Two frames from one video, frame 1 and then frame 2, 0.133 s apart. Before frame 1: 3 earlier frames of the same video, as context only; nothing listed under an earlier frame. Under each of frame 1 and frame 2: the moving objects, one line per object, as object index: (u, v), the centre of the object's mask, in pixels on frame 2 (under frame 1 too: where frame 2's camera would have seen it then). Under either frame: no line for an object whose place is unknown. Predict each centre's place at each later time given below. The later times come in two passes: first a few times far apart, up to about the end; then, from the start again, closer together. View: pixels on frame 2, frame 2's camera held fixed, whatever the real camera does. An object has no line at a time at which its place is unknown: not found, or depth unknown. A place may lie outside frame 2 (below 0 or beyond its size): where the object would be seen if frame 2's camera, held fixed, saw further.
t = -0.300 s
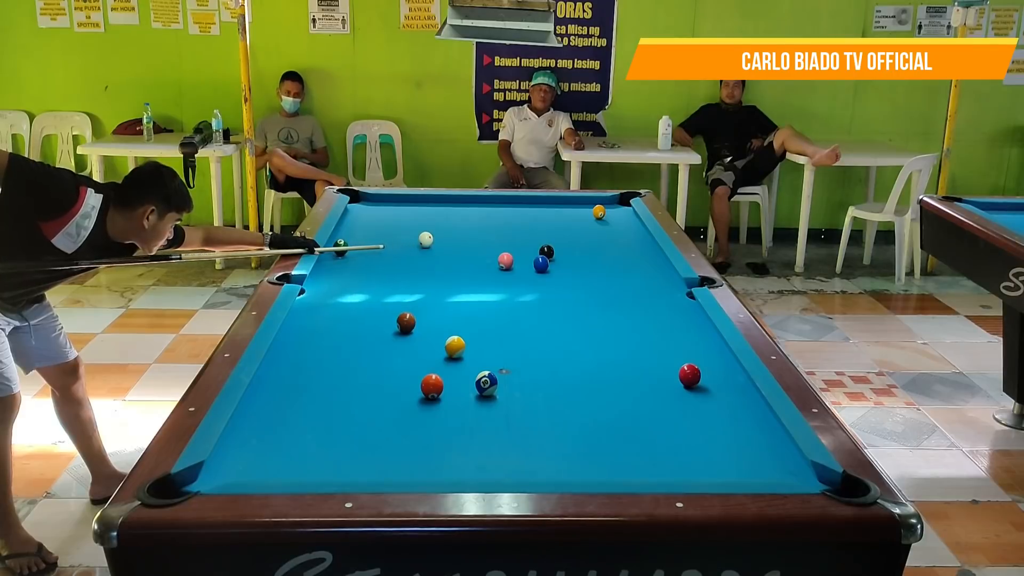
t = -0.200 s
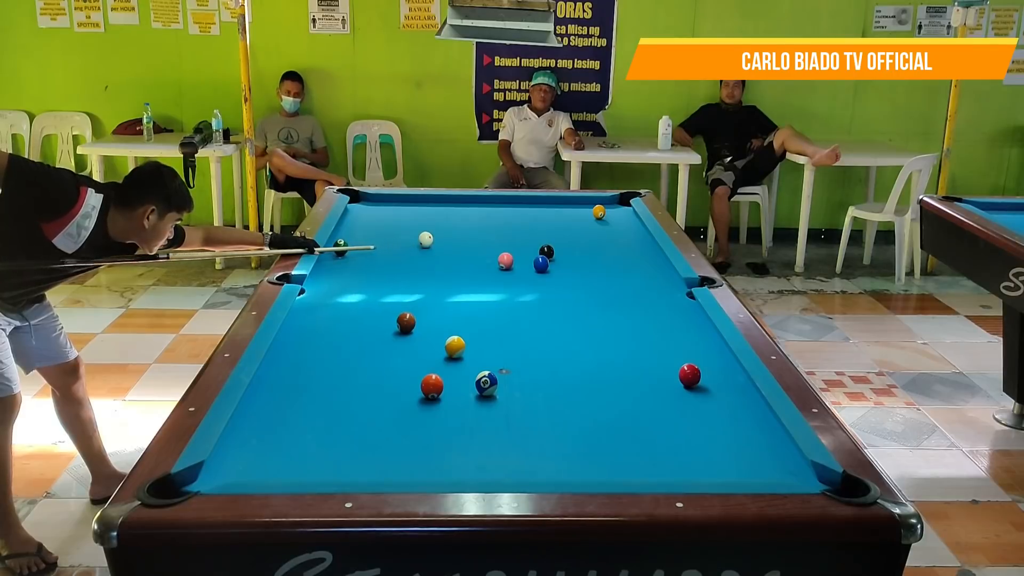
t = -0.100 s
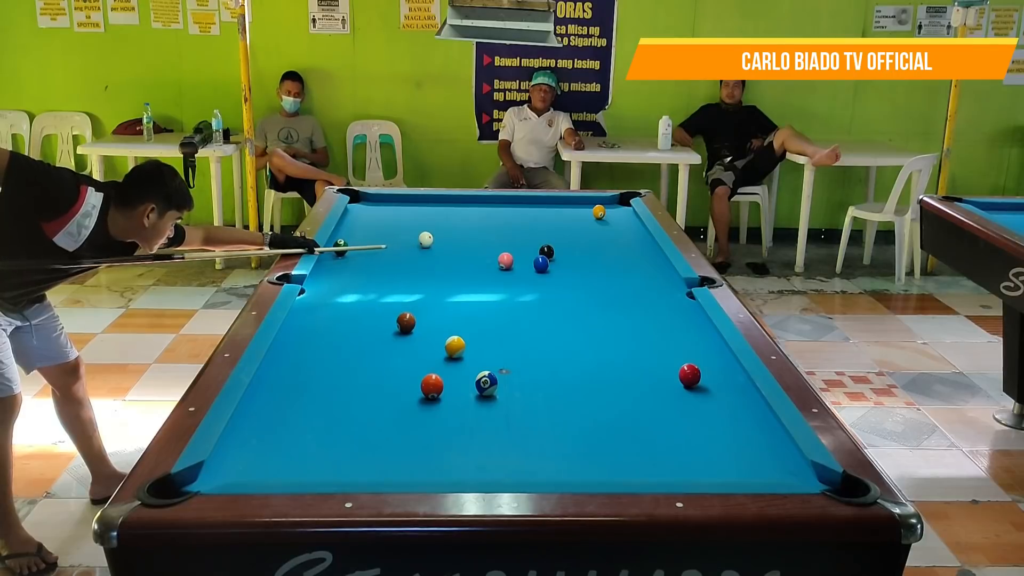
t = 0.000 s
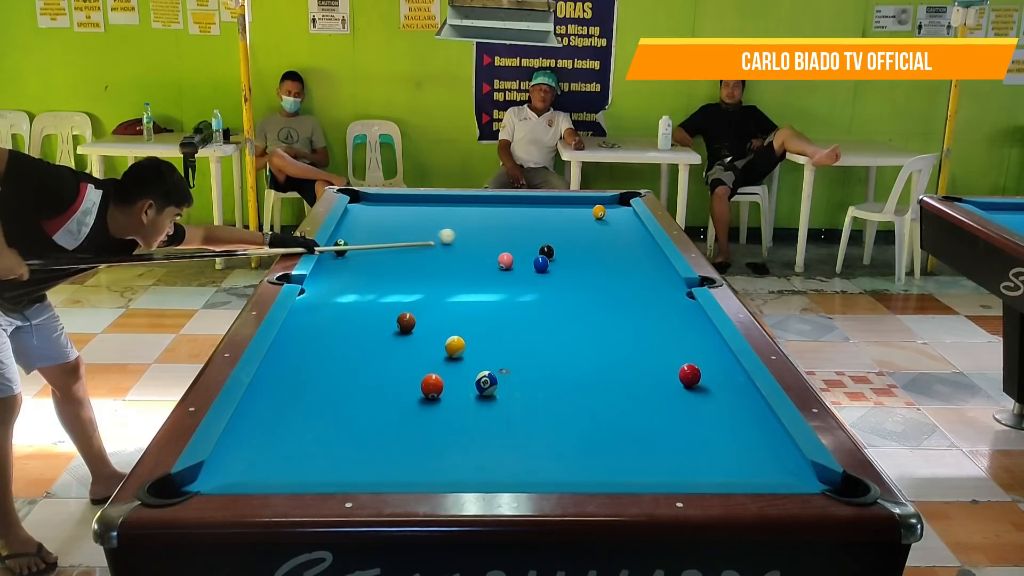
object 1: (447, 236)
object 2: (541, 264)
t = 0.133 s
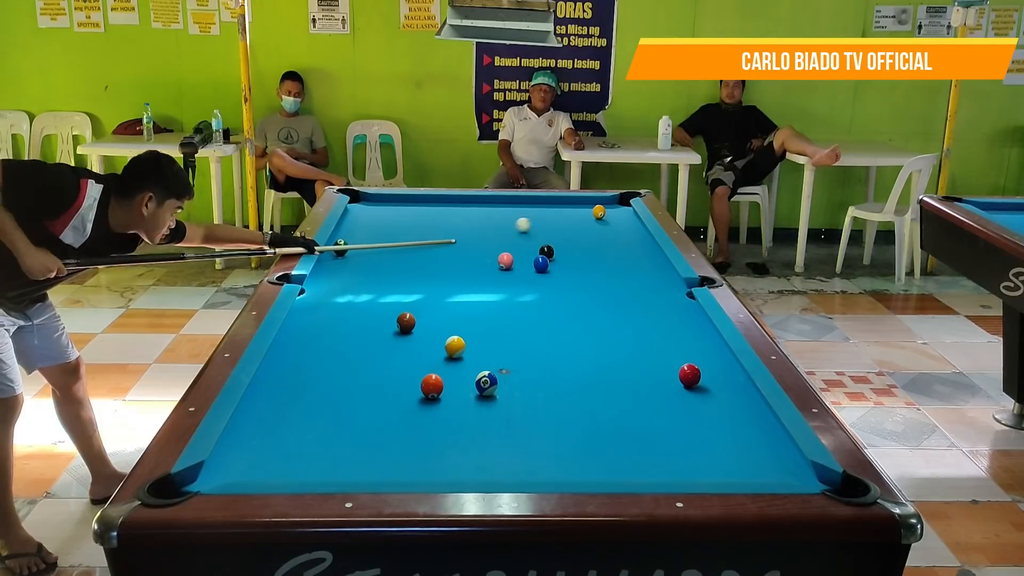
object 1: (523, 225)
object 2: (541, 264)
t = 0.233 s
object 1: (569, 218)
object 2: (541, 264)
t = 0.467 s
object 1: (623, 218)
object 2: (541, 264)
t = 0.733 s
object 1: (624, 226)
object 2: (541, 264)
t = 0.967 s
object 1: (610, 232)
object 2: (541, 264)
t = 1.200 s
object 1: (596, 239)
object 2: (541, 264)
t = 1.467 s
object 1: (580, 247)
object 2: (541, 264)
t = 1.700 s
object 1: (565, 254)
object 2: (541, 264)
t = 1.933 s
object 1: (553, 260)
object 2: (540, 264)
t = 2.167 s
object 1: (551, 263)
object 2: (529, 268)
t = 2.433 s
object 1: (551, 265)
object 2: (517, 272)
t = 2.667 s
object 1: (551, 266)
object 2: (507, 276)
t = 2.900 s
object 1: (550, 267)
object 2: (498, 279)
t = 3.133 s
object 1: (550, 267)
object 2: (490, 282)
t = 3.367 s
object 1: (550, 267)
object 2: (483, 284)
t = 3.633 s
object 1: (550, 267)
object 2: (476, 287)
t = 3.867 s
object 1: (550, 267)
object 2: (470, 289)
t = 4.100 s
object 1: (550, 267)
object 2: (466, 291)
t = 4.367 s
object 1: (550, 267)
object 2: (462, 293)
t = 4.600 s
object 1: (550, 267)
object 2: (460, 294)
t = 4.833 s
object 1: (550, 267)
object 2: (459, 294)
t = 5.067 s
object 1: (550, 267)
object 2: (458, 295)
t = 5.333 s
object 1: (550, 267)
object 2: (457, 295)
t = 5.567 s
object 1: (550, 267)
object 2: (457, 295)
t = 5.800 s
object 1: (550, 267)
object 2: (457, 295)
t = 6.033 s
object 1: (550, 268)
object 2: (457, 295)
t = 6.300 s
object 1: (550, 267)
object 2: (457, 295)
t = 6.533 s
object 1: (550, 267)
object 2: (457, 295)
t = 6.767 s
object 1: (550, 267)
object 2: (457, 295)
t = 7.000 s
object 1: (550, 267)
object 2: (457, 295)
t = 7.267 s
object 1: (550, 268)
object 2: (457, 295)
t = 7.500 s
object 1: (550, 267)
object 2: (457, 295)
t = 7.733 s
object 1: (550, 268)
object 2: (457, 295)
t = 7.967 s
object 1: (550, 267)
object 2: (457, 295)
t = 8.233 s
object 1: (550, 267)
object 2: (457, 295)
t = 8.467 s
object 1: (550, 268)
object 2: (457, 295)
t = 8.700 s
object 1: (550, 267)
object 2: (457, 295)
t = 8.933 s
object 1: (550, 268)
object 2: (457, 295)
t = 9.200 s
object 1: (550, 267)
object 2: (457, 295)
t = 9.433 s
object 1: (550, 268)
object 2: (457, 295)
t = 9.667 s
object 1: (550, 268)
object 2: (457, 295)
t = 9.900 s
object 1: (550, 267)
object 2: (457, 295)
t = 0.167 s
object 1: (539, 222)
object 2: (541, 264)
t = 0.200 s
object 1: (555, 220)
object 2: (541, 264)
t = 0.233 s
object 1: (569, 218)
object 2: (541, 264)
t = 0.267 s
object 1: (583, 216)
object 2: (541, 264)
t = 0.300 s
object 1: (595, 215)
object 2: (541, 264)
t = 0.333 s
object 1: (602, 216)
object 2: (541, 264)
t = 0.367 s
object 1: (608, 216)
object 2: (541, 264)
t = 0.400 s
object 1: (613, 217)
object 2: (541, 264)
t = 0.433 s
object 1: (618, 218)
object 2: (541, 264)
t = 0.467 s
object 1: (623, 218)
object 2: (541, 264)
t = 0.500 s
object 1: (629, 219)
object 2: (541, 264)
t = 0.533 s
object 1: (633, 220)
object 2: (541, 264)
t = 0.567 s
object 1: (634, 221)
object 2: (541, 264)
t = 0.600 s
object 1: (632, 222)
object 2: (541, 264)
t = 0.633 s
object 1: (630, 223)
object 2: (541, 264)
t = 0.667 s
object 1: (628, 224)
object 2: (541, 264)
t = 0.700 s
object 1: (626, 224)
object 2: (541, 264)
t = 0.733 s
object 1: (624, 226)
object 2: (541, 264)
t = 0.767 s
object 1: (622, 226)
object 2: (541, 264)
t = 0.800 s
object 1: (620, 227)
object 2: (541, 264)
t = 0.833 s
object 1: (618, 228)
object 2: (541, 264)
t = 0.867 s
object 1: (616, 229)
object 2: (541, 264)
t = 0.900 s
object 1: (614, 230)
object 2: (541, 264)
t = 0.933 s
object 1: (612, 231)
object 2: (541, 264)
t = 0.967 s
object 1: (610, 232)
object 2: (541, 264)
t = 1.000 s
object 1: (608, 233)
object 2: (541, 264)
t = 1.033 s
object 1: (606, 234)
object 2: (541, 264)
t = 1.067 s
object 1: (604, 235)
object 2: (541, 264)
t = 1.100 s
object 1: (602, 236)
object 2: (541, 264)
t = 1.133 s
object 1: (600, 237)
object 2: (541, 264)
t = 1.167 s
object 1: (598, 238)
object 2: (541, 264)
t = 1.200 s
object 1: (596, 239)
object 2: (541, 264)
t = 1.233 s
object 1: (594, 240)
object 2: (541, 264)
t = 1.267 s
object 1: (592, 241)
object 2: (541, 264)
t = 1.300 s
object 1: (590, 242)
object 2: (541, 264)
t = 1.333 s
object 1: (588, 243)
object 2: (541, 264)
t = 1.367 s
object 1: (586, 244)
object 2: (541, 264)
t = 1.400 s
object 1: (584, 245)
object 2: (541, 264)
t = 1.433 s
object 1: (582, 246)
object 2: (541, 264)
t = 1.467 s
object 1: (580, 247)
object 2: (541, 264)
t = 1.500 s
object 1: (578, 248)
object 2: (541, 264)
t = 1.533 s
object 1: (576, 249)
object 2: (541, 264)
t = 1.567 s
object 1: (574, 250)
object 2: (541, 264)
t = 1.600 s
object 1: (571, 251)
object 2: (541, 264)
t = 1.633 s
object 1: (569, 252)
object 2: (541, 264)
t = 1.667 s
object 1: (567, 253)
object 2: (541, 264)
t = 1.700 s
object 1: (565, 254)
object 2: (541, 264)
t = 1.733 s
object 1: (564, 255)
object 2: (541, 264)
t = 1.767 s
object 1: (561, 256)
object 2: (541, 264)
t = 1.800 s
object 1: (559, 257)
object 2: (541, 264)
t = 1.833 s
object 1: (557, 258)
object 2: (541, 264)
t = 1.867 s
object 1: (555, 259)
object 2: (541, 264)
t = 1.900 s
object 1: (554, 260)
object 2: (541, 264)
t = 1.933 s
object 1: (553, 260)
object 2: (540, 264)
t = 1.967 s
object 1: (552, 261)
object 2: (538, 265)
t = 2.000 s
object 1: (551, 261)
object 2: (536, 265)
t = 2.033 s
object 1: (552, 261)
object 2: (535, 266)
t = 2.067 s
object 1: (552, 262)
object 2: (533, 267)
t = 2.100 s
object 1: (552, 262)
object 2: (532, 267)
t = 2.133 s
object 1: (551, 262)
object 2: (530, 268)
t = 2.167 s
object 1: (551, 263)
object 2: (529, 268)
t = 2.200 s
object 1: (551, 263)
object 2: (527, 269)
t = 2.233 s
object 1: (551, 263)
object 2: (526, 270)
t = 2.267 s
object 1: (551, 263)
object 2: (524, 270)
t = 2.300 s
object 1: (551, 264)
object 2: (523, 271)
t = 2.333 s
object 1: (551, 264)
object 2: (521, 271)
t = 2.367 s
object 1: (551, 264)
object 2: (520, 272)
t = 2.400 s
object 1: (551, 264)
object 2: (518, 272)
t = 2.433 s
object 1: (551, 265)
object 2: (517, 272)
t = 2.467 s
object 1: (551, 265)
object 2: (515, 273)
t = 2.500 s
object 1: (551, 265)
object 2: (514, 273)
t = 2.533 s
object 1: (551, 265)
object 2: (513, 274)
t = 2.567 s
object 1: (551, 265)
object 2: (511, 275)
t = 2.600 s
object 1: (551, 265)
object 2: (510, 275)
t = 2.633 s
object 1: (551, 266)
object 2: (509, 275)
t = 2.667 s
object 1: (551, 266)
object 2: (507, 276)
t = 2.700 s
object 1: (551, 266)
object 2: (506, 276)
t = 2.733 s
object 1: (551, 266)
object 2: (505, 277)
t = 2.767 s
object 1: (551, 266)
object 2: (503, 277)
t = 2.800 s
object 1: (551, 266)
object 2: (502, 277)
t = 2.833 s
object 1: (551, 266)
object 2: (501, 278)
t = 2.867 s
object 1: (550, 267)
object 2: (499, 278)
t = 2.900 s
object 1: (550, 267)
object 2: (498, 279)
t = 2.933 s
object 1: (550, 267)
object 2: (497, 279)
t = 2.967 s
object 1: (550, 267)
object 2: (496, 280)
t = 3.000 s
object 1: (550, 267)
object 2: (495, 280)
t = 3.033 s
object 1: (550, 267)
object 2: (494, 281)
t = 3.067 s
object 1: (550, 267)
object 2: (492, 281)
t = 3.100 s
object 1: (550, 267)
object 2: (491, 281)
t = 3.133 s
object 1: (550, 267)
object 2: (490, 282)
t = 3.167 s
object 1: (550, 267)
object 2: (489, 282)
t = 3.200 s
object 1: (550, 267)
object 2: (488, 283)
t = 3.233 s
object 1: (550, 267)
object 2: (487, 283)
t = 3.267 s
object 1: (550, 267)
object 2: (486, 283)
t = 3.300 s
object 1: (550, 267)
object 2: (485, 284)
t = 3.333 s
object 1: (550, 267)
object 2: (484, 284)
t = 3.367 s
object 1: (550, 267)
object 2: (483, 284)
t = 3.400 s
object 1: (550, 267)
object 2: (482, 285)
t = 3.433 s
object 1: (550, 267)
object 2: (481, 285)
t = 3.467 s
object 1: (550, 267)
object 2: (480, 286)
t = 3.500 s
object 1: (550, 267)
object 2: (479, 286)
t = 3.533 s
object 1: (550, 267)
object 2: (478, 286)
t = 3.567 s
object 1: (550, 268)
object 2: (477, 287)
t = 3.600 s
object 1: (550, 268)
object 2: (477, 287)
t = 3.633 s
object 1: (550, 267)
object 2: (476, 287)
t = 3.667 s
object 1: (550, 267)
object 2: (475, 287)
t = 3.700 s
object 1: (550, 267)
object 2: (474, 288)
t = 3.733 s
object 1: (550, 268)
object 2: (473, 288)
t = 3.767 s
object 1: (550, 268)
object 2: (472, 288)
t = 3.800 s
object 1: (550, 268)
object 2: (472, 289)
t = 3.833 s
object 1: (550, 267)
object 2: (471, 289)
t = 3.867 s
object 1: (550, 267)
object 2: (470, 289)
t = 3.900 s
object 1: (550, 267)
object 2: (470, 289)
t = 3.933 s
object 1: (550, 267)
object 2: (469, 290)
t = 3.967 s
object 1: (550, 267)
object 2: (468, 290)
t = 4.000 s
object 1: (550, 267)
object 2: (468, 290)
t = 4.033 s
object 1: (550, 267)
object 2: (467, 290)
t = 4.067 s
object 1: (550, 267)
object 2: (467, 291)
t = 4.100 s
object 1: (550, 267)
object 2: (466, 291)
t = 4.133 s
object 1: (550, 267)
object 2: (466, 291)
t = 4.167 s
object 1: (550, 267)
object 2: (465, 291)
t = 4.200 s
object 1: (550, 267)
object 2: (465, 292)
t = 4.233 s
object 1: (550, 267)
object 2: (464, 292)
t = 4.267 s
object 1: (550, 267)
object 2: (464, 292)
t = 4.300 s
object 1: (550, 267)
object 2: (463, 292)
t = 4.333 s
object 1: (550, 267)
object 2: (463, 293)
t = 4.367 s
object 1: (550, 267)
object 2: (462, 293)
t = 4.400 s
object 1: (550, 267)
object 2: (462, 293)
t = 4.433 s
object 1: (550, 267)
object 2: (462, 293)
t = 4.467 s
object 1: (550, 267)
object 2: (461, 293)
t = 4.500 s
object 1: (550, 267)
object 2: (461, 293)
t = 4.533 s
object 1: (550, 267)
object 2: (461, 293)
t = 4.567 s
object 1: (550, 267)
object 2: (460, 294)
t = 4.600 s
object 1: (550, 267)
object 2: (460, 294)
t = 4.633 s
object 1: (550, 267)
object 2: (460, 294)
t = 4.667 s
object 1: (550, 267)
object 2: (460, 294)
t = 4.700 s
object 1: (550, 267)
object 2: (459, 294)
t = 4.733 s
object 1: (550, 267)
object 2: (459, 294)
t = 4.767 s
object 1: (550, 267)
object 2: (459, 294)
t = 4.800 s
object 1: (550, 268)
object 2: (459, 295)
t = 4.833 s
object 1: (550, 267)
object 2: (459, 294)
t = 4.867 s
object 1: (550, 267)
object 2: (458, 295)
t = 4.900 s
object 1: (550, 267)
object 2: (458, 295)
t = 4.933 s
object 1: (550, 267)
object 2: (458, 294)
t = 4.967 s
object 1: (550, 267)
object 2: (458, 295)
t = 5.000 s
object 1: (550, 267)
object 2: (458, 295)
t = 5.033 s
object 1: (550, 267)
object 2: (458, 295)
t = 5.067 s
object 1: (550, 267)
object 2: (458, 295)
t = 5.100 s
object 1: (550, 267)
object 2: (458, 295)
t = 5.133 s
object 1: (550, 267)
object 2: (457, 295)
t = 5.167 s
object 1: (550, 267)
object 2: (457, 295)
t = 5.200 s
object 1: (550, 267)
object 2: (457, 295)
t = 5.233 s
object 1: (550, 267)
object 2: (457, 295)
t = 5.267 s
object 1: (550, 267)
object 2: (457, 295)
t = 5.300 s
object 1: (550, 267)
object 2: (457, 295)
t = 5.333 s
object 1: (550, 267)
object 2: (457, 295)
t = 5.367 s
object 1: (550, 267)
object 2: (457, 295)
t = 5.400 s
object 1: (550, 267)
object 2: (457, 295)
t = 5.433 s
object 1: (550, 268)
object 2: (457, 295)
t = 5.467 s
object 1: (550, 267)
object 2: (457, 295)
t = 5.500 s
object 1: (550, 267)
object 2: (457, 295)
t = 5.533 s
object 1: (550, 267)
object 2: (457, 295)
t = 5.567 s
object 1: (550, 267)
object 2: (457, 295)
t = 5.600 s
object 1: (550, 267)
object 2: (457, 295)
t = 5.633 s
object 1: (550, 267)
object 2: (457, 295)
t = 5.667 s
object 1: (550, 267)
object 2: (457, 295)
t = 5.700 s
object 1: (550, 267)
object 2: (457, 295)
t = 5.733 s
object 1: (550, 267)
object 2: (457, 295)
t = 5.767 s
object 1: (550, 267)
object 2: (457, 295)
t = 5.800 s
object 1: (550, 267)
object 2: (457, 295)
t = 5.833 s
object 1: (550, 267)
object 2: (457, 295)
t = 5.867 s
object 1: (550, 267)
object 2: (457, 295)
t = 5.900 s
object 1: (550, 267)
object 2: (457, 295)
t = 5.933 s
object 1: (550, 267)
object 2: (457, 295)
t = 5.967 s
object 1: (550, 267)
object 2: (457, 295)
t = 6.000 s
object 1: (550, 267)
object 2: (457, 295)
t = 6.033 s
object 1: (550, 268)
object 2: (457, 295)
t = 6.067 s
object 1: (550, 267)
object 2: (457, 295)
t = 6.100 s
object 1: (550, 268)
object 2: (457, 295)
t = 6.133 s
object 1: (550, 267)
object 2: (457, 295)
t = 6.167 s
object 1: (550, 267)
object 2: (457, 295)
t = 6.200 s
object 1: (550, 267)
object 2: (457, 295)
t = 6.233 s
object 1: (550, 267)
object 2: (457, 295)
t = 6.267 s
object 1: (550, 267)
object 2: (457, 295)
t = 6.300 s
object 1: (550, 267)
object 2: (457, 295)
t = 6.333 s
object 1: (550, 267)
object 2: (457, 295)
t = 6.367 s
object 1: (550, 267)
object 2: (457, 295)
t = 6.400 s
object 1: (550, 267)
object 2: (457, 295)
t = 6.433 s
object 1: (550, 267)
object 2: (457, 295)
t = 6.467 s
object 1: (550, 267)
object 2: (457, 295)
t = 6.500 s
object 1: (550, 267)
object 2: (457, 295)
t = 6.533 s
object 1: (550, 267)
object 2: (457, 295)
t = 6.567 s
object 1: (550, 267)
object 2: (457, 295)
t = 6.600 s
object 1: (550, 267)
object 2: (457, 295)
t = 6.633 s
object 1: (550, 268)
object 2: (457, 295)
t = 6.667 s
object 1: (550, 267)
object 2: (457, 295)
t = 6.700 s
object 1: (550, 268)
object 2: (457, 295)
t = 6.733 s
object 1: (550, 268)
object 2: (457, 295)
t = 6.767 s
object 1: (550, 267)
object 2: (457, 295)
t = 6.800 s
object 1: (550, 268)
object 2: (457, 295)
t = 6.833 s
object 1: (550, 267)
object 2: (457, 295)
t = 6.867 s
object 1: (550, 268)
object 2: (457, 295)
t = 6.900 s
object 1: (550, 267)
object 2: (457, 295)
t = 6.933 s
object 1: (550, 267)
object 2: (457, 295)
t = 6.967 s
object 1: (550, 267)
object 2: (457, 295)
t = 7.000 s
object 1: (550, 267)
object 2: (457, 295)
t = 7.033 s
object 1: (550, 267)
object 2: (457, 295)
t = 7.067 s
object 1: (550, 267)
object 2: (457, 295)
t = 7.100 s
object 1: (550, 267)
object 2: (457, 295)
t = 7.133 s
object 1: (550, 268)
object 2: (457, 295)
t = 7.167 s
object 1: (550, 268)
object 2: (457, 295)
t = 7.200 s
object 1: (550, 268)
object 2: (457, 295)
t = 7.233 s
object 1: (550, 268)
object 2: (457, 295)
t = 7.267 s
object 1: (550, 268)
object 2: (457, 295)
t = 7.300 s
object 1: (550, 268)
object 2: (457, 295)
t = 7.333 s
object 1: (550, 268)
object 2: (457, 295)
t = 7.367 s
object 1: (550, 268)
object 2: (457, 295)
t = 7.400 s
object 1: (550, 268)
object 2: (457, 295)
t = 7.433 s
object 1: (550, 268)
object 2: (457, 295)
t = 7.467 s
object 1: (550, 268)
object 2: (457, 295)
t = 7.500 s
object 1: (550, 267)
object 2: (457, 295)
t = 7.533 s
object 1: (550, 268)
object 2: (457, 295)
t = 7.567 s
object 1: (550, 267)
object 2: (457, 295)
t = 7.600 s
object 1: (550, 267)
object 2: (457, 295)
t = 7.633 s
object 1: (550, 267)
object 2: (457, 295)
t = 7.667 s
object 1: (550, 268)
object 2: (457, 295)
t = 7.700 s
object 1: (550, 268)
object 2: (457, 295)
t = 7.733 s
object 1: (550, 268)
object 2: (457, 295)
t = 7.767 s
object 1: (550, 268)
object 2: (457, 295)
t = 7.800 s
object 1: (550, 268)
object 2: (457, 295)
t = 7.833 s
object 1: (550, 268)
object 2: (457, 295)
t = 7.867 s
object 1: (550, 268)
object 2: (457, 295)
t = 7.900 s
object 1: (550, 268)
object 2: (457, 295)
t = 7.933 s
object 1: (550, 268)
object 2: (457, 295)
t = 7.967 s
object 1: (550, 267)
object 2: (457, 295)
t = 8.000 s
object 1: (550, 268)
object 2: (457, 295)
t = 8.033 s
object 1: (550, 267)
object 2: (457, 295)
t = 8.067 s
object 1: (550, 267)
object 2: (457, 295)
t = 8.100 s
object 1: (550, 268)
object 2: (457, 295)
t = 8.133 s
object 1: (550, 267)
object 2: (457, 295)
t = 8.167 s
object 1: (550, 267)
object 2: (457, 295)
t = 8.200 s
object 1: (550, 268)
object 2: (457, 295)
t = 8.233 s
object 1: (550, 267)
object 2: (457, 295)
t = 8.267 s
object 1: (550, 268)
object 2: (457, 295)
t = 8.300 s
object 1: (550, 268)
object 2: (457, 295)
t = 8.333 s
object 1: (550, 267)
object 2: (457, 295)
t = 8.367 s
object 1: (550, 268)
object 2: (457, 295)
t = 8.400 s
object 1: (550, 268)
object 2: (457, 295)
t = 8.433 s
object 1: (550, 268)
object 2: (457, 295)
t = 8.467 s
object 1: (550, 268)
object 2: (457, 295)
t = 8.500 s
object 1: (550, 268)
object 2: (457, 295)
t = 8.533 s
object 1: (550, 268)
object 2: (457, 295)
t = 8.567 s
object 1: (550, 267)
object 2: (457, 295)
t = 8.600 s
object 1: (550, 268)
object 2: (457, 295)
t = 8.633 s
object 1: (550, 267)
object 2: (457, 295)
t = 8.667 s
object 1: (550, 268)
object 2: (457, 295)
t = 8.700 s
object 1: (550, 267)
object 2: (457, 295)
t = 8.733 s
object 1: (550, 267)
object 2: (457, 295)
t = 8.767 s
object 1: (550, 267)
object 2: (457, 295)
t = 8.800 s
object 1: (550, 268)
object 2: (457, 295)
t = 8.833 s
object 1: (550, 268)
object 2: (457, 295)
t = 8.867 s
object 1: (550, 268)
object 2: (457, 295)
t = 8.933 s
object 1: (550, 268)
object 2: (457, 295)
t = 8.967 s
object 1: (550, 268)
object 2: (457, 295)
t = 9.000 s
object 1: (550, 268)
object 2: (457, 295)
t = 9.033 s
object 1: (550, 268)
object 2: (457, 295)
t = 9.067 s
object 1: (550, 268)
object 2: (457, 295)
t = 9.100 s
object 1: (550, 268)
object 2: (457, 295)
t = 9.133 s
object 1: (550, 268)
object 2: (457, 295)
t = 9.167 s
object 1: (550, 268)
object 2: (457, 295)
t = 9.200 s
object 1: (550, 267)
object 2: (457, 295)
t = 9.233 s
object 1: (550, 267)
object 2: (457, 295)
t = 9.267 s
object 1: (550, 268)
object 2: (457, 295)
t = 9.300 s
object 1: (550, 267)
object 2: (457, 295)
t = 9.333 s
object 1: (550, 267)
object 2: (457, 295)
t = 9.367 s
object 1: (550, 268)
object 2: (457, 295)
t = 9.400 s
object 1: (550, 267)
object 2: (457, 295)
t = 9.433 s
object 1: (550, 268)
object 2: (457, 295)
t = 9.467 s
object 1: (550, 268)
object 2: (457, 295)
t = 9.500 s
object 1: (550, 267)
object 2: (457, 295)
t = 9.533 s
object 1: (550, 268)
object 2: (457, 295)
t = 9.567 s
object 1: (550, 268)
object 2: (457, 295)
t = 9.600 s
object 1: (550, 268)
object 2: (457, 295)
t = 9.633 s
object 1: (550, 268)
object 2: (457, 295)
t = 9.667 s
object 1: (550, 268)
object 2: (457, 295)
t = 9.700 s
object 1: (550, 267)
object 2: (457, 295)
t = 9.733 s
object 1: (550, 267)
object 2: (457, 295)
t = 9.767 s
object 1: (550, 268)
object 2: (457, 295)
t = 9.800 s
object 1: (550, 268)
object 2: (457, 295)
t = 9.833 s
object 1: (550, 268)
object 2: (457, 295)
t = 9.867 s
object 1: (550, 268)
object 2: (457, 295)
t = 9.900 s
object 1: (550, 267)
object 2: (457, 295)
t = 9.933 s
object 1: (550, 268)
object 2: (457, 295)
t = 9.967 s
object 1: (550, 268)
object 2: (457, 295)
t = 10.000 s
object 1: (550, 268)
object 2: (457, 295)
